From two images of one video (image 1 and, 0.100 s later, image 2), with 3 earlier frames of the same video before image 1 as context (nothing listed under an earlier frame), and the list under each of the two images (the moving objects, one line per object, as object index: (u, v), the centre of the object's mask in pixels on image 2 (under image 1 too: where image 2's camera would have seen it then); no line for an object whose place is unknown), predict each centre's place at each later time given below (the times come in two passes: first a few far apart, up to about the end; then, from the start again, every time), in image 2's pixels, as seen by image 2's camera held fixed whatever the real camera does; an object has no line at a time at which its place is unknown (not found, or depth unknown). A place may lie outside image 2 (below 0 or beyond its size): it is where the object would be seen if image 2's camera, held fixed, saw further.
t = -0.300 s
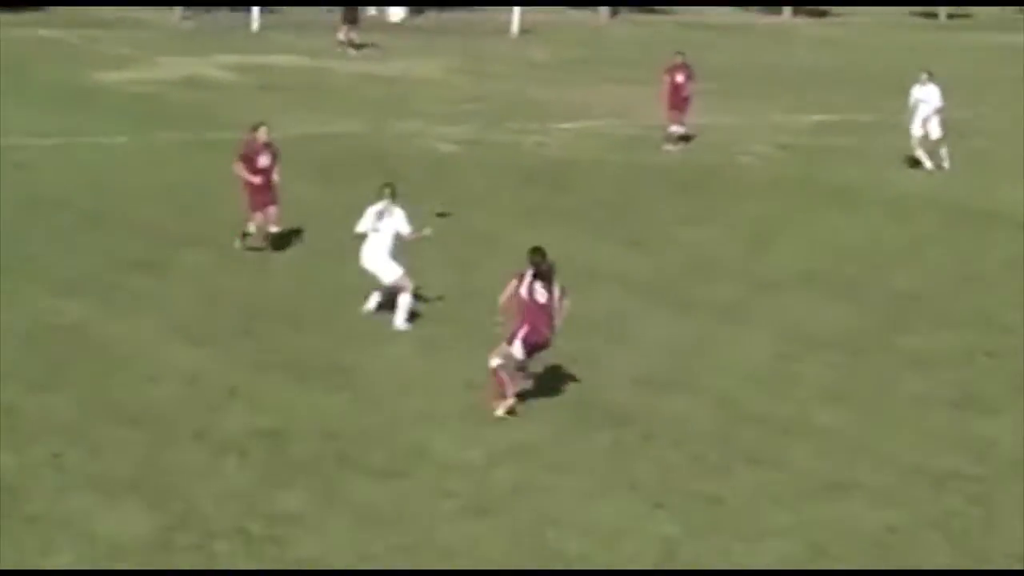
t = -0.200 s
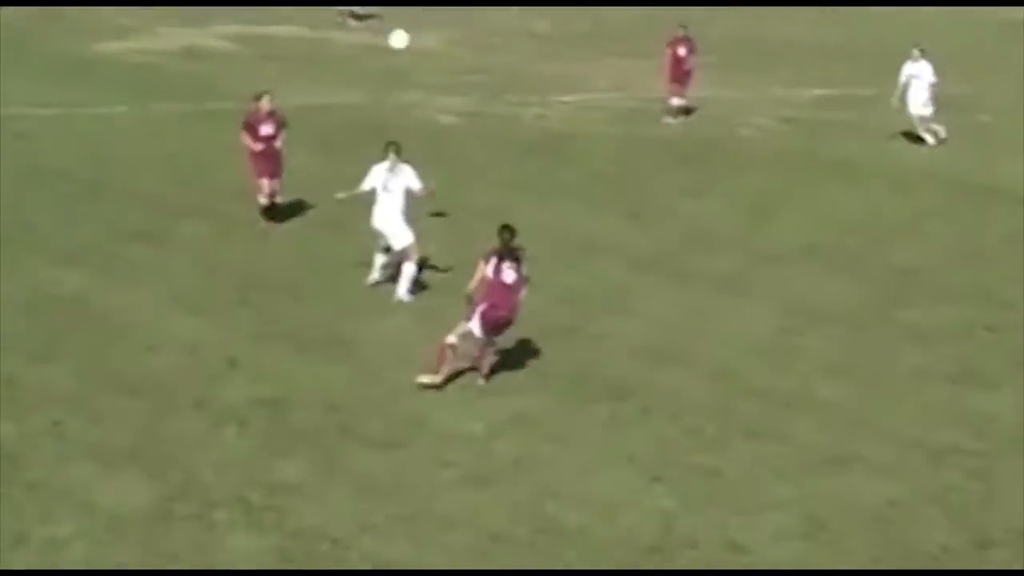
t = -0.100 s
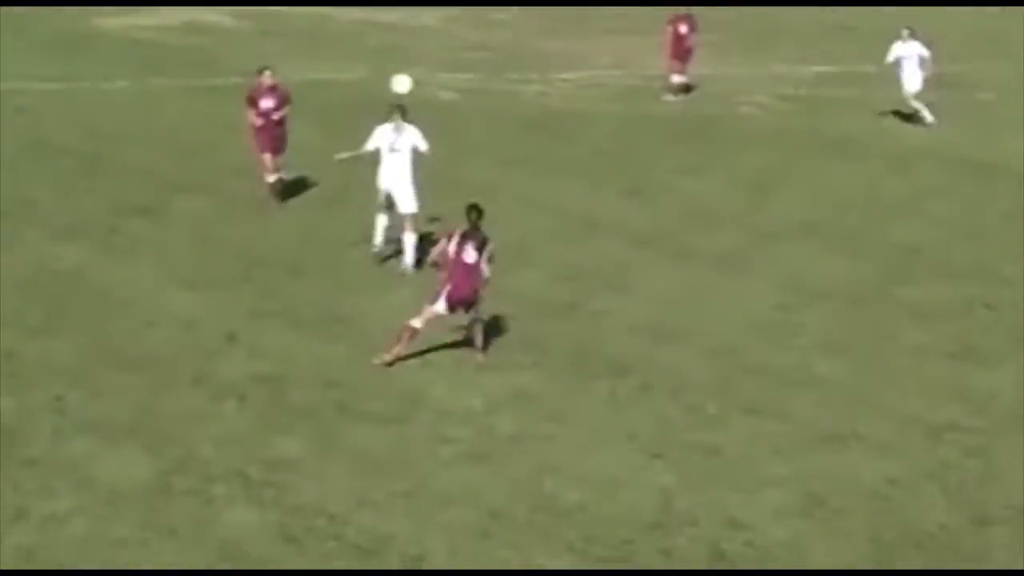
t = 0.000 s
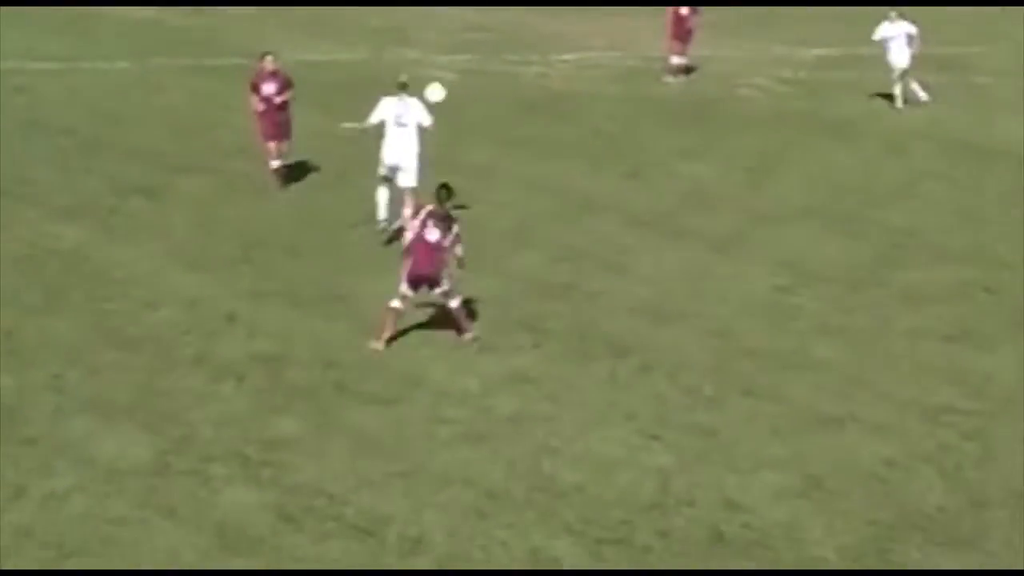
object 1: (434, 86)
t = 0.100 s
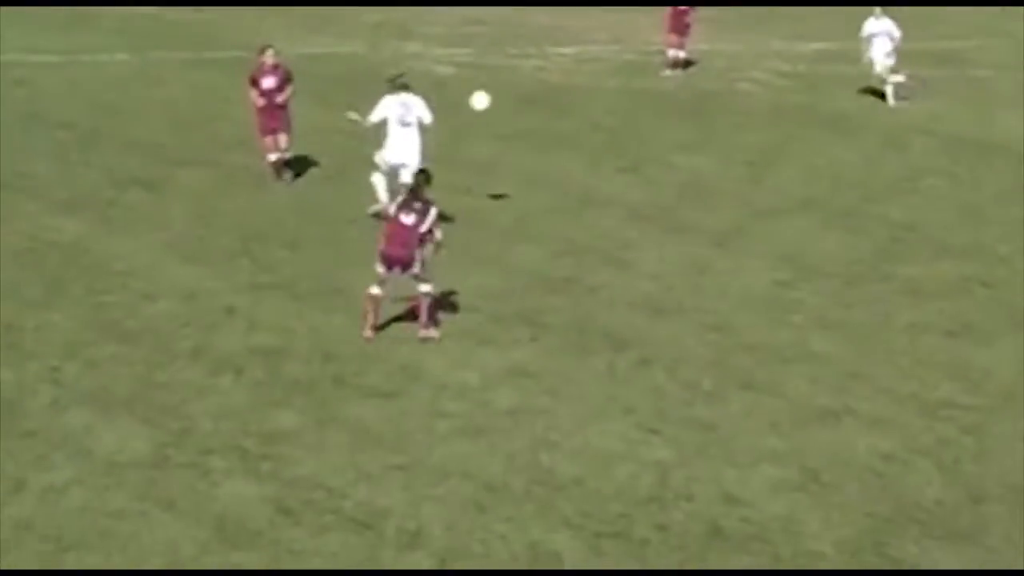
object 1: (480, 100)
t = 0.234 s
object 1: (537, 135)
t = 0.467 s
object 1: (617, 169)
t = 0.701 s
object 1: (667, 115)
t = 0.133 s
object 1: (495, 108)
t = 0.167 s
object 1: (509, 115)
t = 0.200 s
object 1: (524, 124)
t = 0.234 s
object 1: (537, 135)
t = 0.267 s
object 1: (551, 146)
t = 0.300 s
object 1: (565, 157)
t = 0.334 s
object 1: (577, 169)
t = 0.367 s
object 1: (589, 183)
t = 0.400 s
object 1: (601, 193)
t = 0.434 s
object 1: (610, 180)
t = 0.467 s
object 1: (617, 169)
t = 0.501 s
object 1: (626, 158)
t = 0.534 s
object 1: (632, 148)
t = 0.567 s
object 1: (639, 139)
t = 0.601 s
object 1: (645, 131)
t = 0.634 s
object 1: (653, 125)
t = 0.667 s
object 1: (660, 121)
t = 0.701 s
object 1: (667, 115)
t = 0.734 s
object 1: (673, 112)
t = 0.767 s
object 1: (680, 110)
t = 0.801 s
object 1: (686, 110)
